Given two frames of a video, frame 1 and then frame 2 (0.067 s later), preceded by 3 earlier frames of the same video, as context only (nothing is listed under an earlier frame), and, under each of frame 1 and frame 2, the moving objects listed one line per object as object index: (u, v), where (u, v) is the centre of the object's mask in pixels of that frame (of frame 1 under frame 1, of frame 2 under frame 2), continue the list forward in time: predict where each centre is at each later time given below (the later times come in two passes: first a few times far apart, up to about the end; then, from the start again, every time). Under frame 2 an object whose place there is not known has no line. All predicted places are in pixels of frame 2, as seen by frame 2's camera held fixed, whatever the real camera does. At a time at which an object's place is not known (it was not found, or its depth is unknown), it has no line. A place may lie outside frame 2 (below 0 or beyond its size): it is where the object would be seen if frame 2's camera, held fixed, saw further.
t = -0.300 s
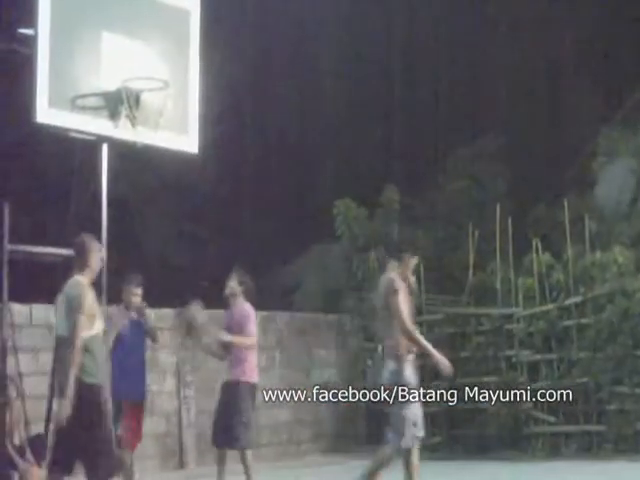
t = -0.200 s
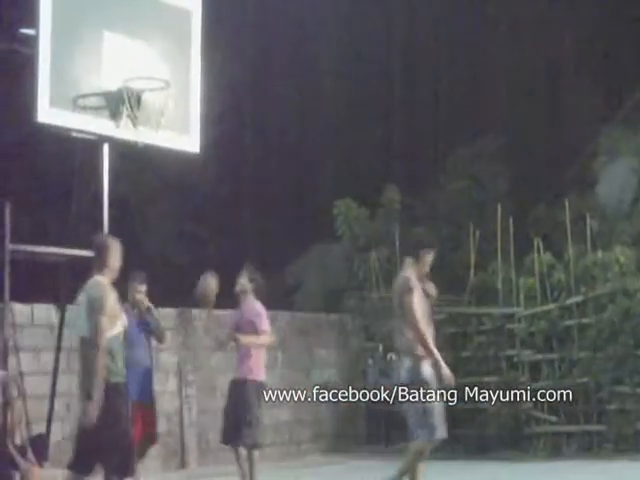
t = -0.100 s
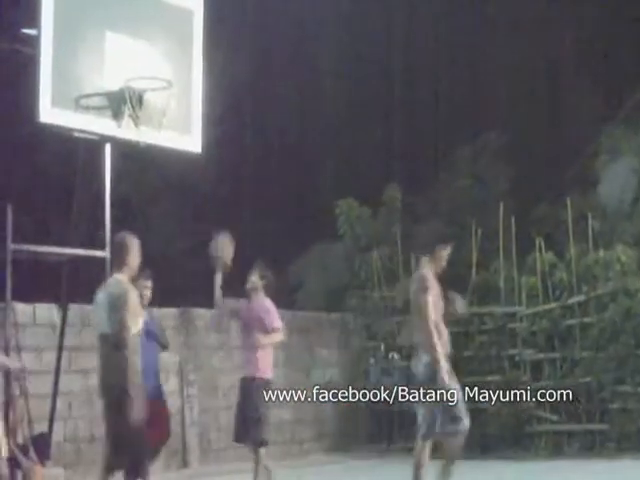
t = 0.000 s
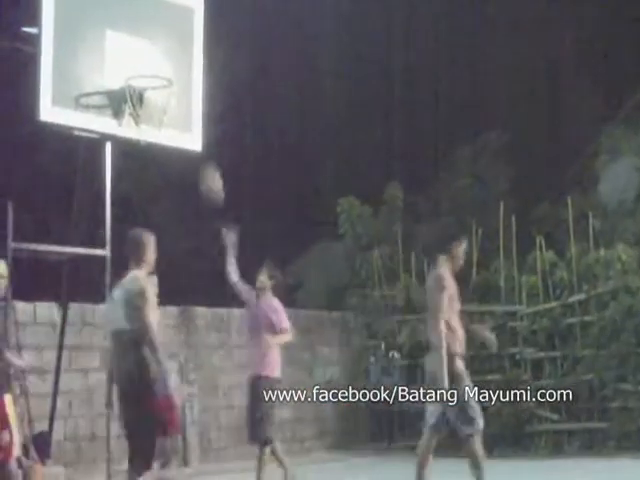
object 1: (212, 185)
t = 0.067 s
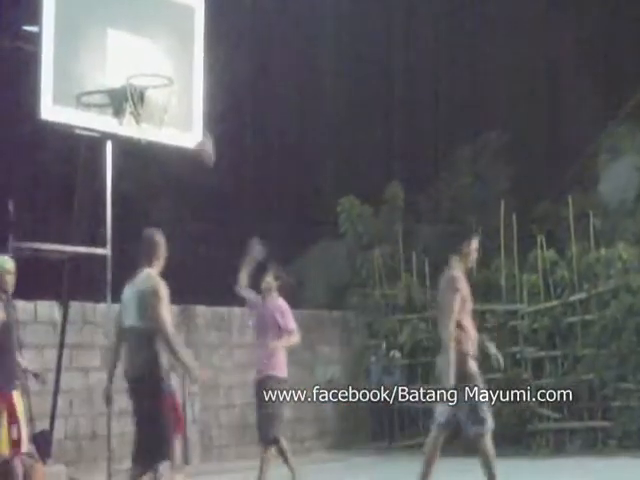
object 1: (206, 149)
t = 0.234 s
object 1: (179, 81)
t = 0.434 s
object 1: (154, 44)
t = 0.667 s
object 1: (147, 76)
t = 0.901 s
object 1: (143, 115)
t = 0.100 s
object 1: (197, 130)
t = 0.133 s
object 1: (191, 115)
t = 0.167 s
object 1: (186, 101)
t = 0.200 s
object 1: (182, 90)
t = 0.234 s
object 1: (179, 81)
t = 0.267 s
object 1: (173, 68)
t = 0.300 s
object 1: (164, 61)
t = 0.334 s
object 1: (161, 53)
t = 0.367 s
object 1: (157, 48)
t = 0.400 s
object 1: (155, 46)
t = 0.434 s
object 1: (154, 44)
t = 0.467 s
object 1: (153, 45)
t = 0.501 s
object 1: (153, 44)
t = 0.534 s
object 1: (152, 47)
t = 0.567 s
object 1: (151, 51)
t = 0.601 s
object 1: (150, 57)
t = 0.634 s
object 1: (149, 65)
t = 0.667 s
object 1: (147, 76)
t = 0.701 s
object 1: (146, 85)
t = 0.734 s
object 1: (141, 100)
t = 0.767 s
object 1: (141, 106)
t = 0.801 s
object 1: (141, 108)
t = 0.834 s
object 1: (142, 110)
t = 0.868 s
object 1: (142, 114)
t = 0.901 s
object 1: (143, 115)
